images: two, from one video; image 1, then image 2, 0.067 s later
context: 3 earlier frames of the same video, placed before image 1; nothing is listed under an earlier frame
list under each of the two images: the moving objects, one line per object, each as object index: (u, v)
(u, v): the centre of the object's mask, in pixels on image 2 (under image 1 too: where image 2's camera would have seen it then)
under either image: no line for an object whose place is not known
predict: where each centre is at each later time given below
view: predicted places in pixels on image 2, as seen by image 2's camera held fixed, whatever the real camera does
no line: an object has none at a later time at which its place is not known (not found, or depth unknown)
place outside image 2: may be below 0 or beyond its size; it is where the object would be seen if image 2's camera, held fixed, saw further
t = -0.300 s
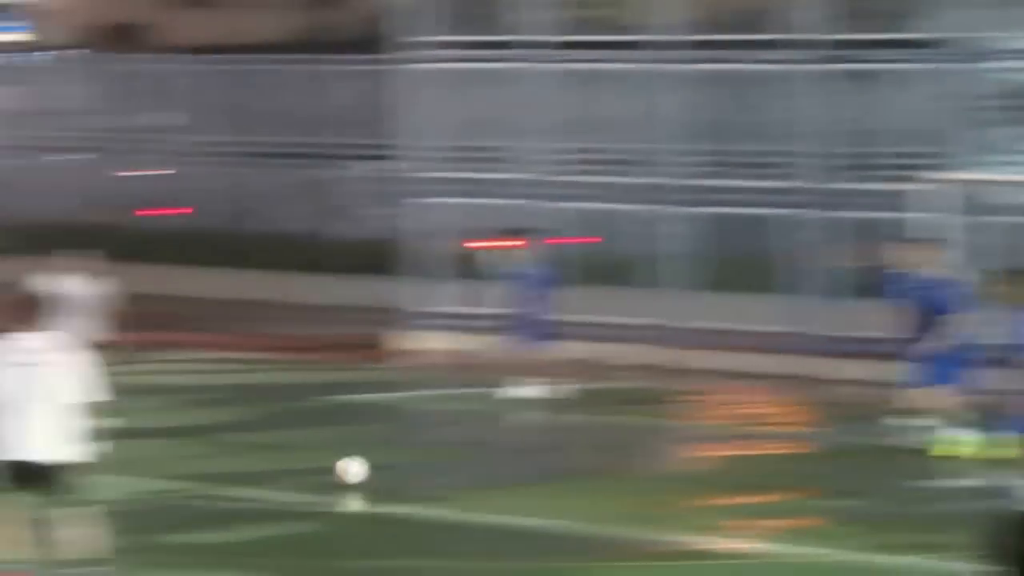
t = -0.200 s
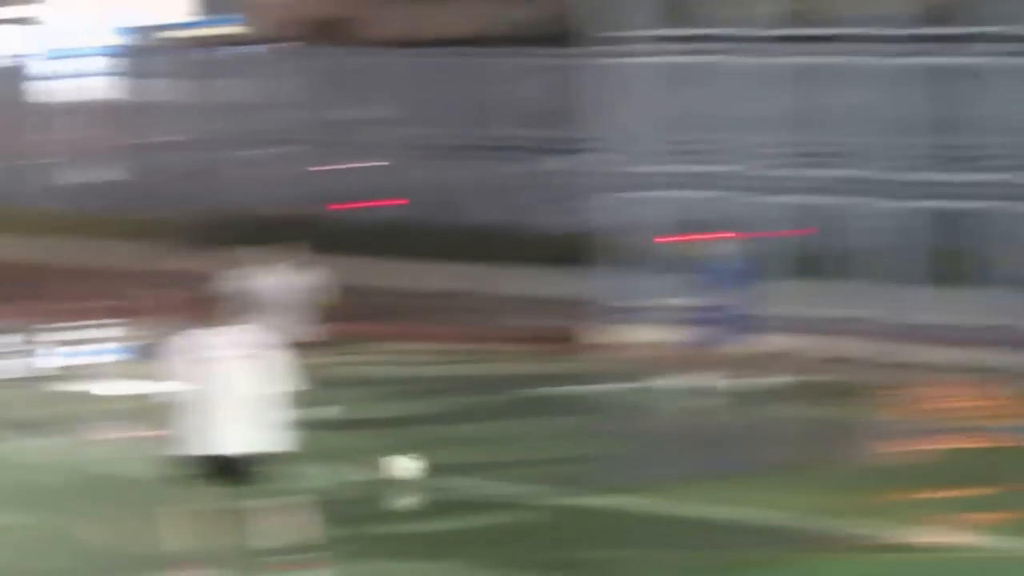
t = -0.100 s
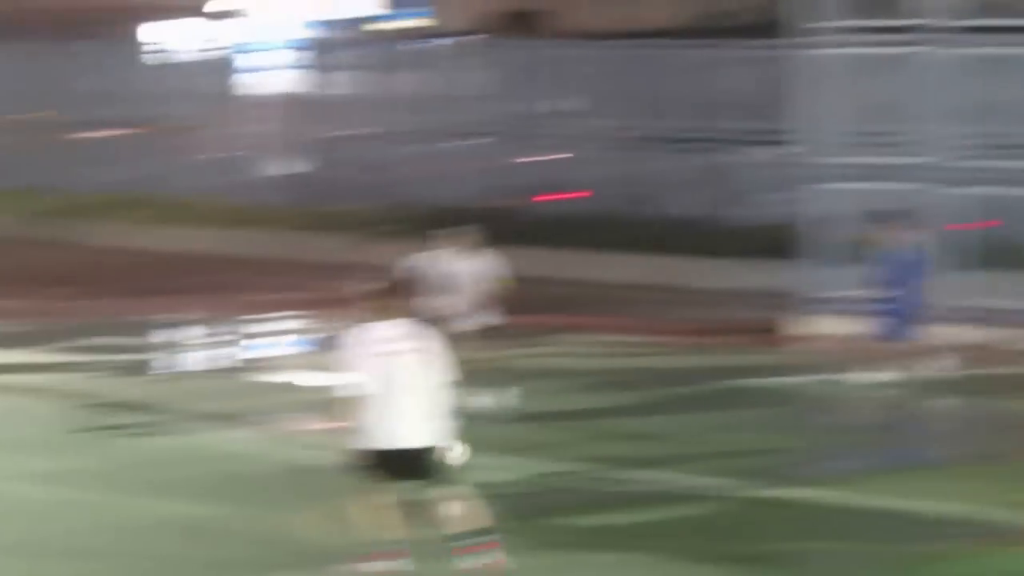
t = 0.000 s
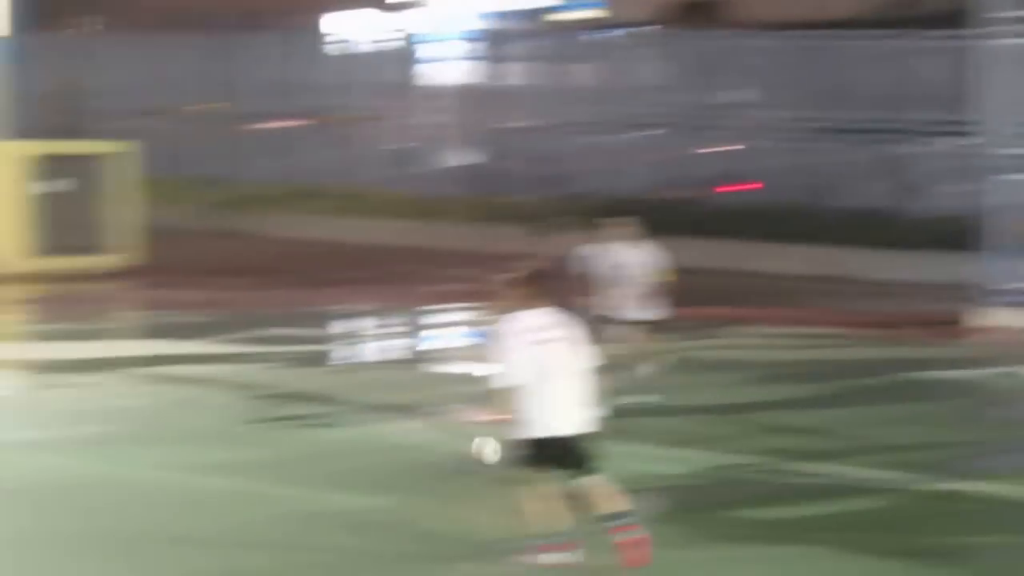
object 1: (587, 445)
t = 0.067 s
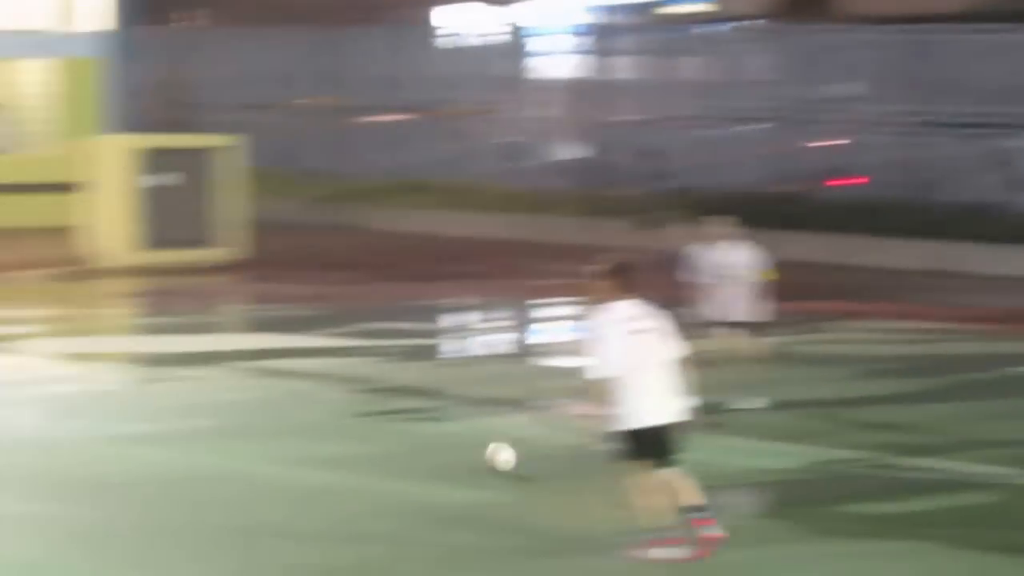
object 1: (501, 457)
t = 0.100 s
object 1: (463, 455)
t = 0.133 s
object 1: (423, 451)
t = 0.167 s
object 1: (384, 448)
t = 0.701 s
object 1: (-320, 463)
